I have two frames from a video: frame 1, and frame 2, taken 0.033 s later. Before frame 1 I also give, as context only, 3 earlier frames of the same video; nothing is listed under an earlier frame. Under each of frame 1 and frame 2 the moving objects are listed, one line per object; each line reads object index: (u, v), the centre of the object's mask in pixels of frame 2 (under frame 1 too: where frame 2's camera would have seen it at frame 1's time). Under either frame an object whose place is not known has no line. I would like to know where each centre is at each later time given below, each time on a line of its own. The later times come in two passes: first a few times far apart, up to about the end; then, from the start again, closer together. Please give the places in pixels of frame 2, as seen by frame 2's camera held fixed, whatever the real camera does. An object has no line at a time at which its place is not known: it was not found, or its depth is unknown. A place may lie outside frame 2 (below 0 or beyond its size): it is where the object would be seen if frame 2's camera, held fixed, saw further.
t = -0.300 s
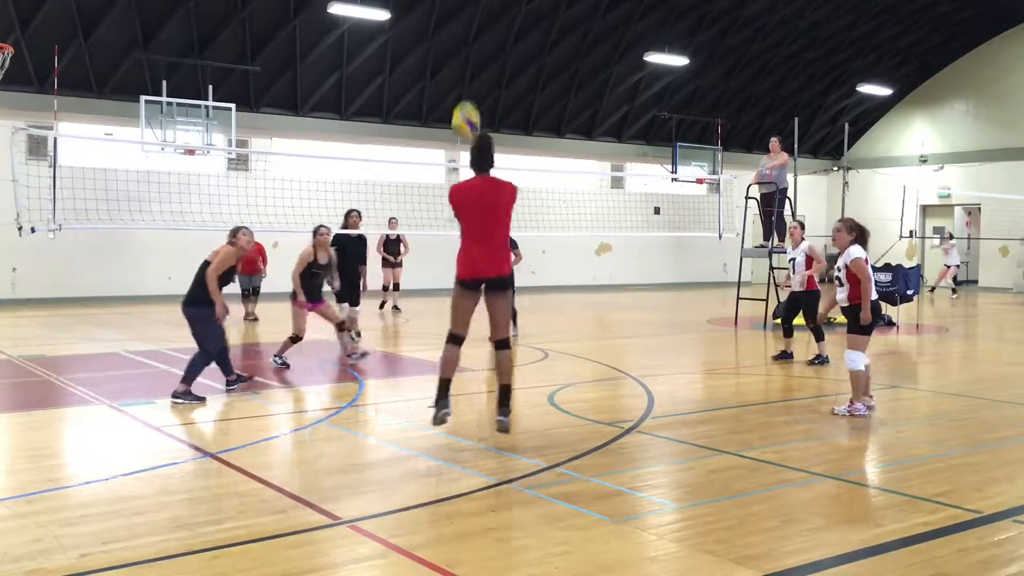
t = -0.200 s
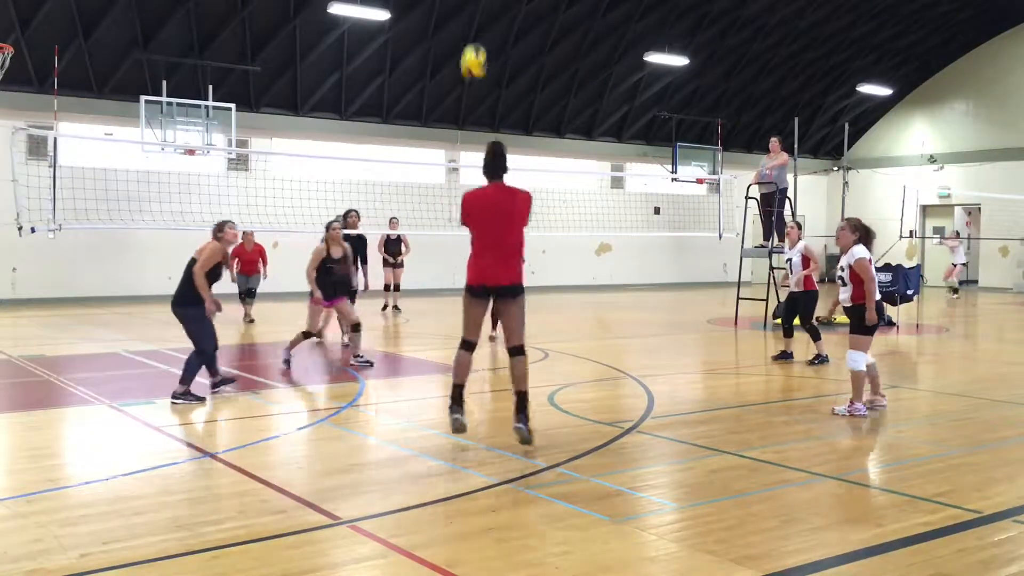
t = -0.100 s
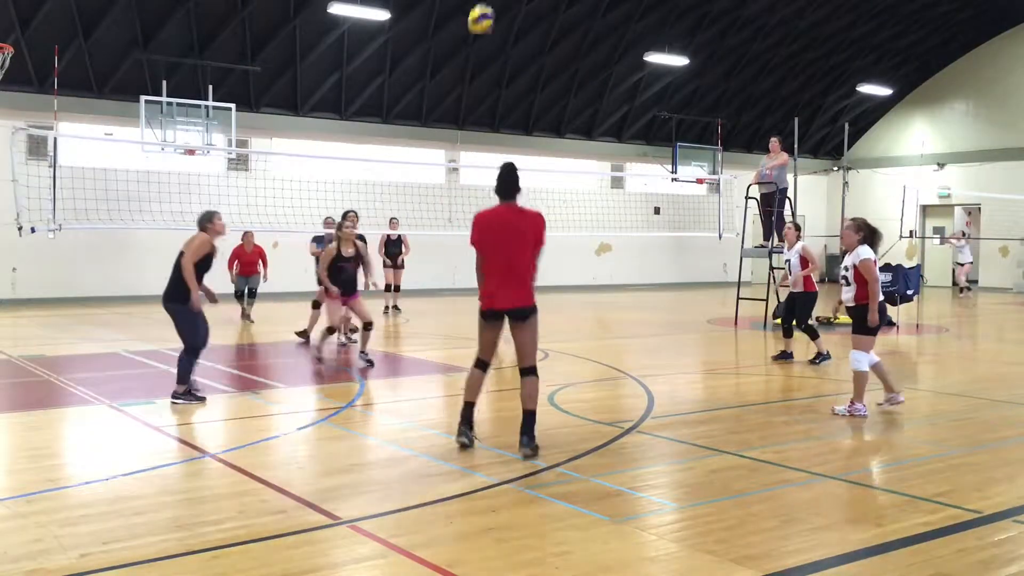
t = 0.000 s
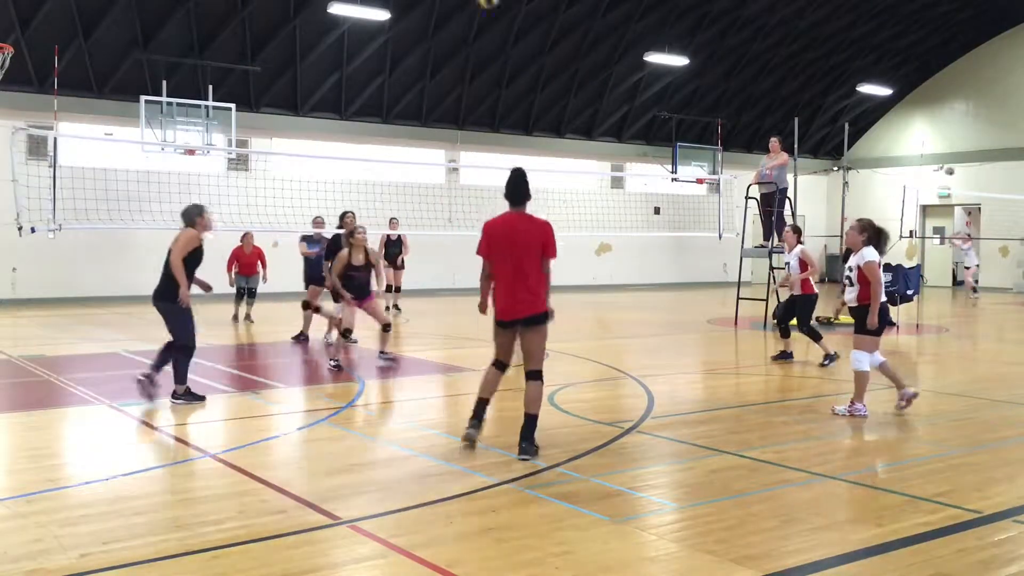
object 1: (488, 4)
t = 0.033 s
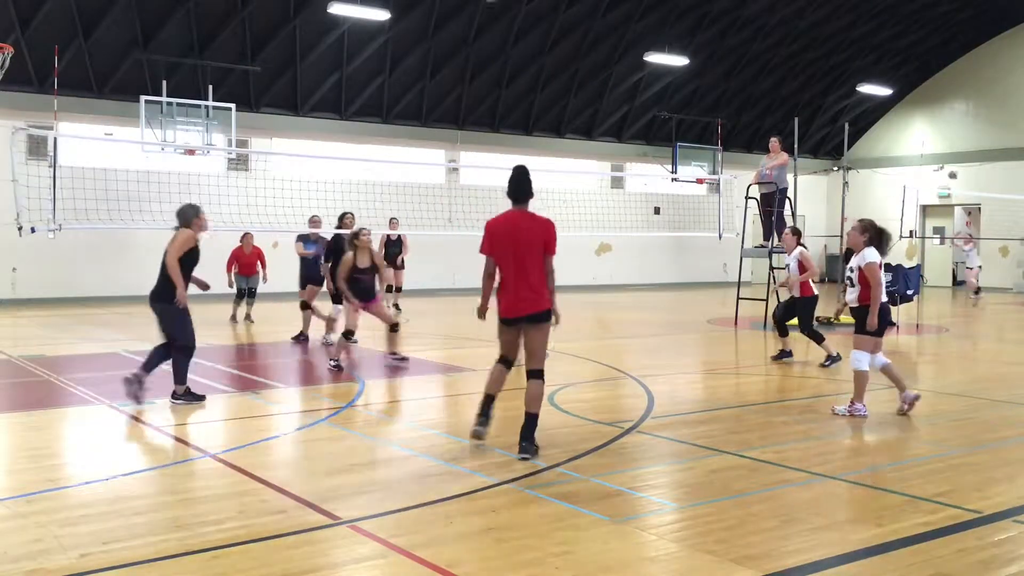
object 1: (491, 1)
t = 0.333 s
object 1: (506, 3)
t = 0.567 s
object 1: (516, 54)
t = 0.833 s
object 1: (526, 164)
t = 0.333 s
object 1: (506, 3)
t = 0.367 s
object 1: (507, 6)
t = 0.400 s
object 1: (508, 9)
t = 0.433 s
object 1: (510, 15)
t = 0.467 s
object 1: (511, 23)
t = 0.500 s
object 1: (513, 33)
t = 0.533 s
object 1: (515, 44)
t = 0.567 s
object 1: (516, 54)
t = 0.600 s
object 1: (517, 66)
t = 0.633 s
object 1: (519, 78)
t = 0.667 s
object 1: (520, 90)
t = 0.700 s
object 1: (521, 104)
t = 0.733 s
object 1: (523, 118)
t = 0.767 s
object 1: (524, 131)
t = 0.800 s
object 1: (525, 145)
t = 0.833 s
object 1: (526, 164)
